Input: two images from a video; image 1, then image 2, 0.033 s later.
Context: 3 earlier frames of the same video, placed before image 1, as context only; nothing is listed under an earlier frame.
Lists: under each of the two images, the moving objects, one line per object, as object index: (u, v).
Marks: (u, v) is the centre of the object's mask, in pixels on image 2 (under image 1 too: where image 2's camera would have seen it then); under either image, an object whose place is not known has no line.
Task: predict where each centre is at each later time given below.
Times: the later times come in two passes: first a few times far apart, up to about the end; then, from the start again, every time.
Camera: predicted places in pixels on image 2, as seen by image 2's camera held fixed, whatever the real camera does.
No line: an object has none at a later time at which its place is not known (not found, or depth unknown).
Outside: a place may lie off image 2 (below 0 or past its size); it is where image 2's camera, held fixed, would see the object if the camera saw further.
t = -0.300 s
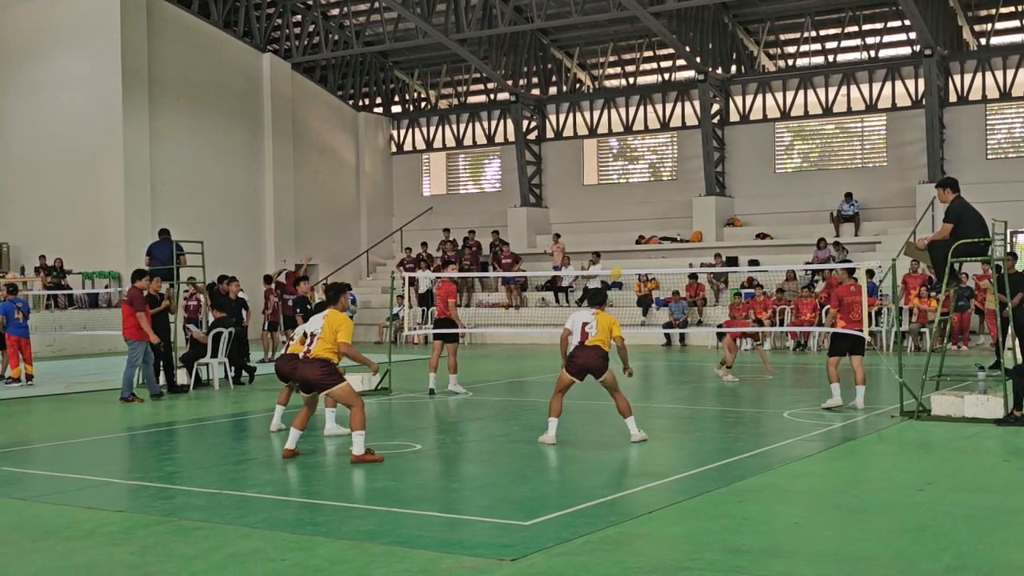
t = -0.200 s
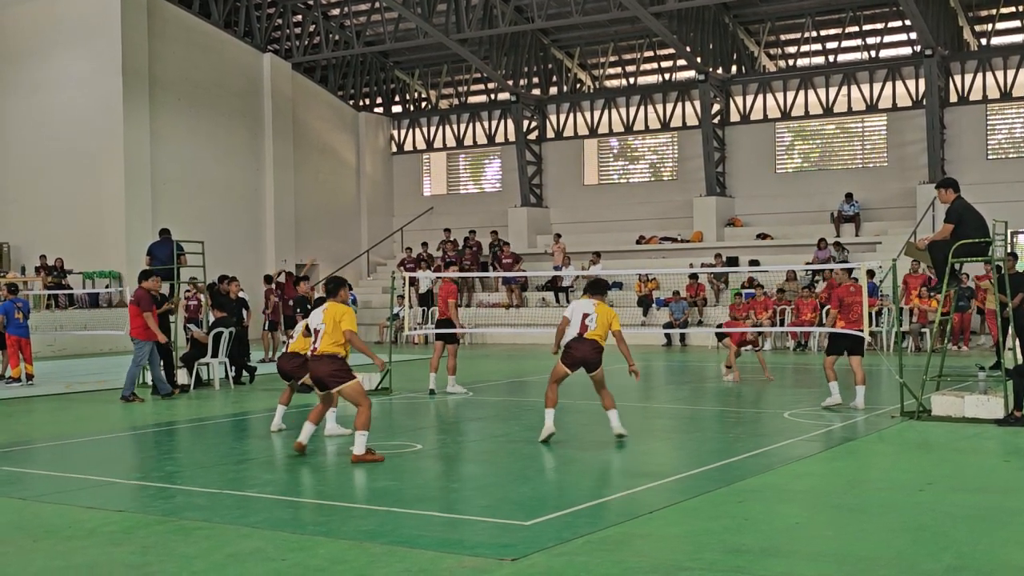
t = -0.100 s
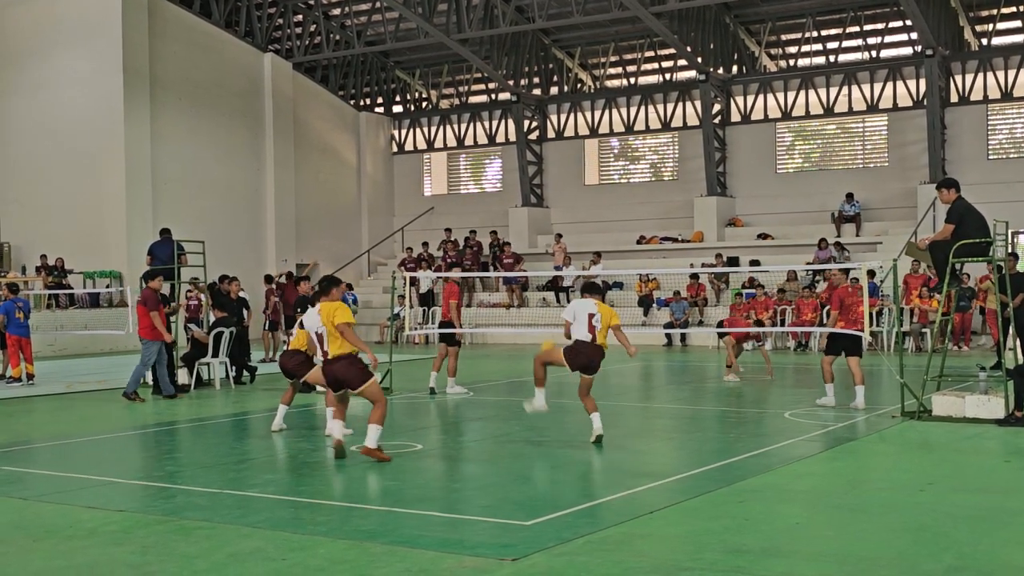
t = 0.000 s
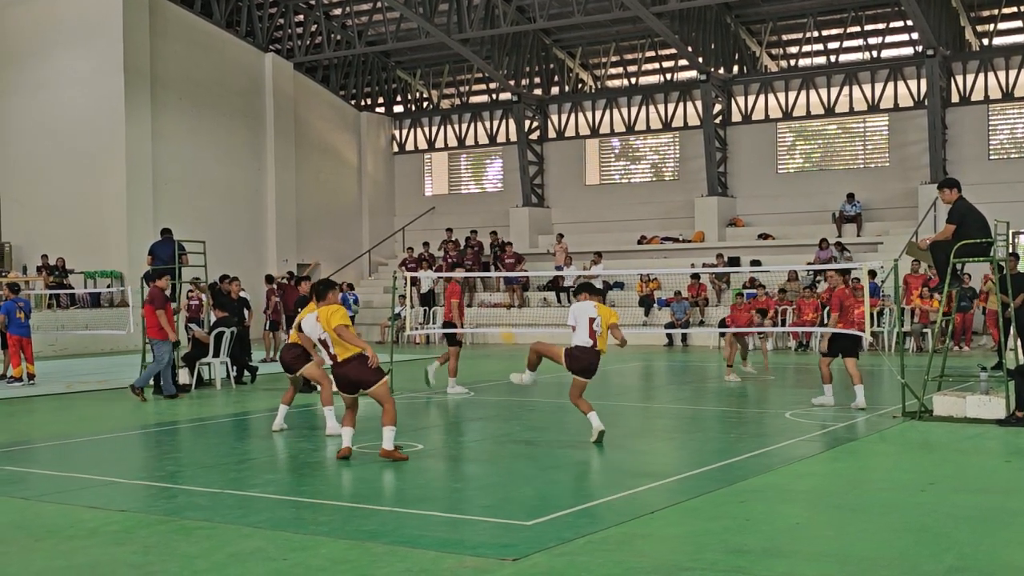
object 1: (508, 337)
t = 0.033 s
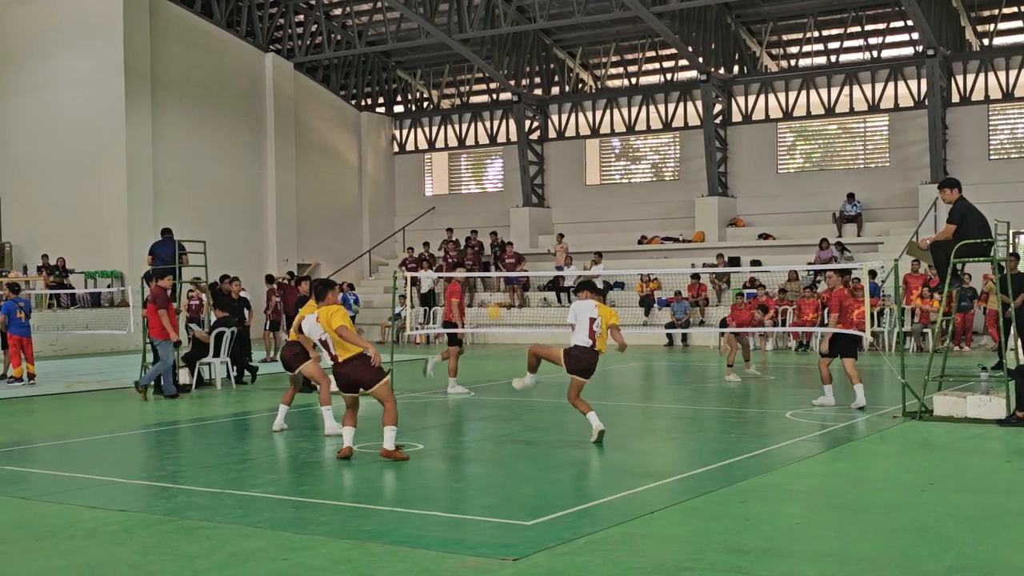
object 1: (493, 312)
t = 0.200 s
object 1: (428, 213)
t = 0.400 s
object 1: (355, 139)
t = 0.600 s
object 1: (287, 110)
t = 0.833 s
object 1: (215, 125)
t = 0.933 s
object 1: (186, 146)
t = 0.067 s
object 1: (479, 288)
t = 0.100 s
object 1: (466, 266)
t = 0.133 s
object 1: (454, 250)
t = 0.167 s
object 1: (440, 230)
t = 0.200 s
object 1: (428, 213)
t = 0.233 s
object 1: (414, 197)
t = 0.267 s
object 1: (402, 184)
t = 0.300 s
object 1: (390, 171)
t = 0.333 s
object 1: (379, 159)
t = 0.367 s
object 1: (366, 148)
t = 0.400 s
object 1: (355, 139)
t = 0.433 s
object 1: (343, 132)
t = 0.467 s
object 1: (332, 125)
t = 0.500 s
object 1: (321, 120)
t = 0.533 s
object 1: (309, 115)
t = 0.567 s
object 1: (298, 112)
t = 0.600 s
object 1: (287, 110)
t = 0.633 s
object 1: (277, 109)
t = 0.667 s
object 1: (266, 109)
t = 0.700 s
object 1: (256, 110)
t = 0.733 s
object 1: (245, 112)
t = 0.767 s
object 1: (235, 115)
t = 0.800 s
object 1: (225, 119)
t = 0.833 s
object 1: (215, 125)
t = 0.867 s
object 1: (205, 131)
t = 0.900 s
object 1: (196, 138)
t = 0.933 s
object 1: (186, 146)
